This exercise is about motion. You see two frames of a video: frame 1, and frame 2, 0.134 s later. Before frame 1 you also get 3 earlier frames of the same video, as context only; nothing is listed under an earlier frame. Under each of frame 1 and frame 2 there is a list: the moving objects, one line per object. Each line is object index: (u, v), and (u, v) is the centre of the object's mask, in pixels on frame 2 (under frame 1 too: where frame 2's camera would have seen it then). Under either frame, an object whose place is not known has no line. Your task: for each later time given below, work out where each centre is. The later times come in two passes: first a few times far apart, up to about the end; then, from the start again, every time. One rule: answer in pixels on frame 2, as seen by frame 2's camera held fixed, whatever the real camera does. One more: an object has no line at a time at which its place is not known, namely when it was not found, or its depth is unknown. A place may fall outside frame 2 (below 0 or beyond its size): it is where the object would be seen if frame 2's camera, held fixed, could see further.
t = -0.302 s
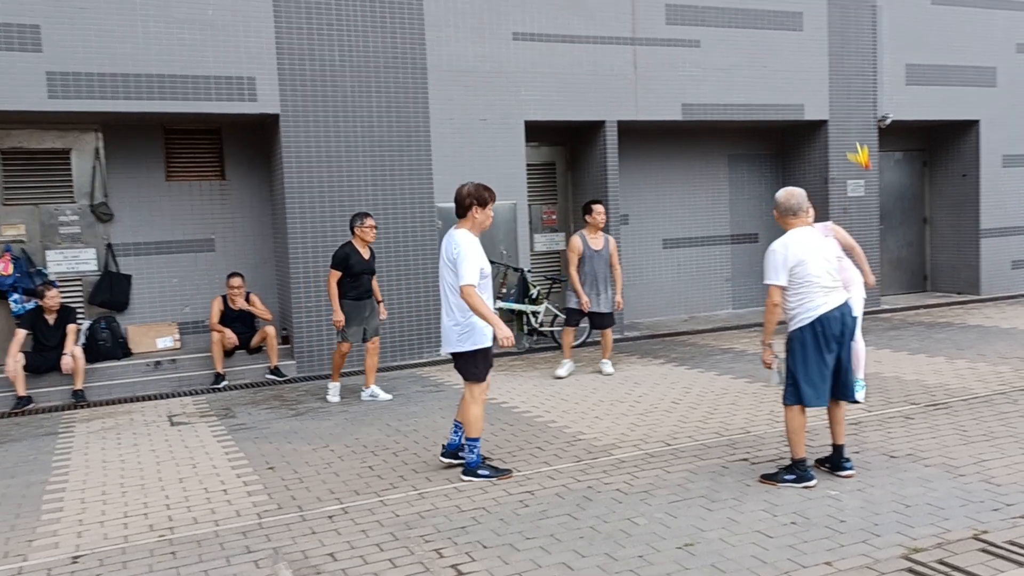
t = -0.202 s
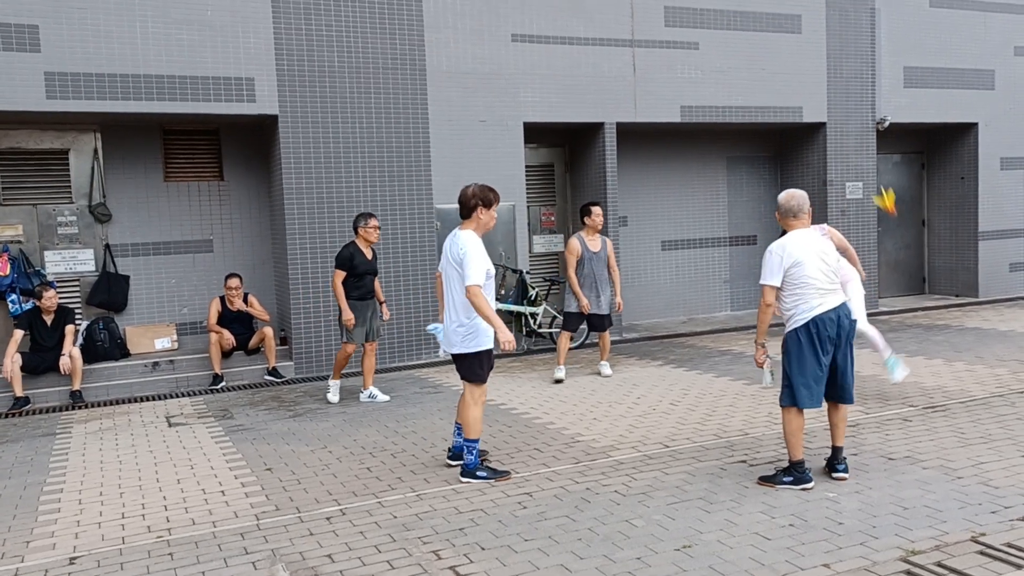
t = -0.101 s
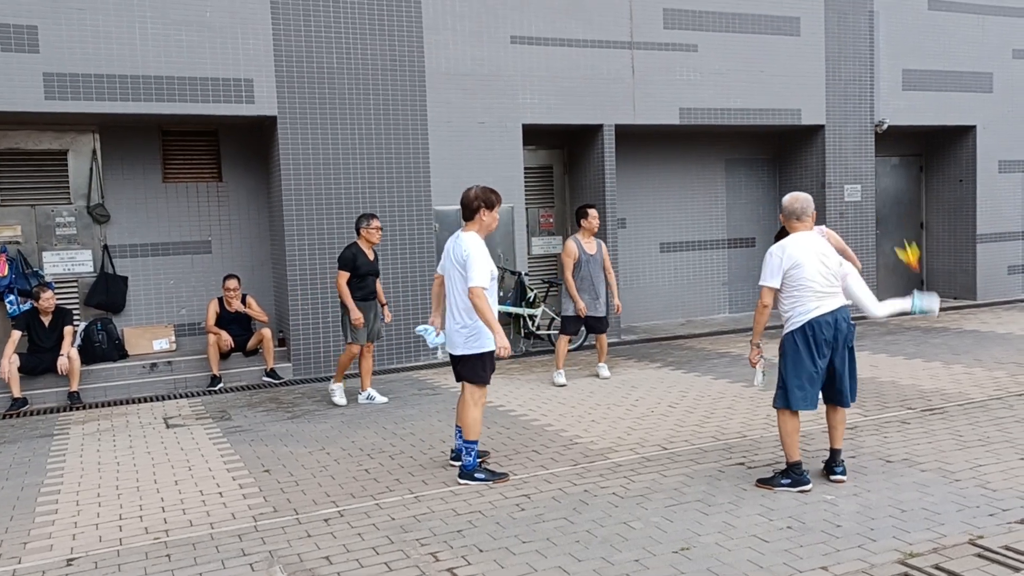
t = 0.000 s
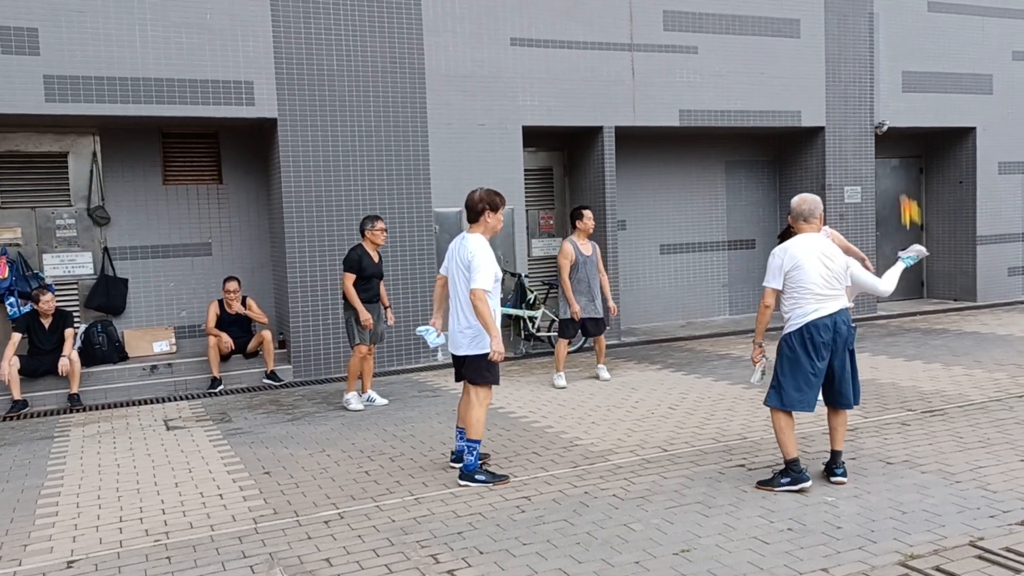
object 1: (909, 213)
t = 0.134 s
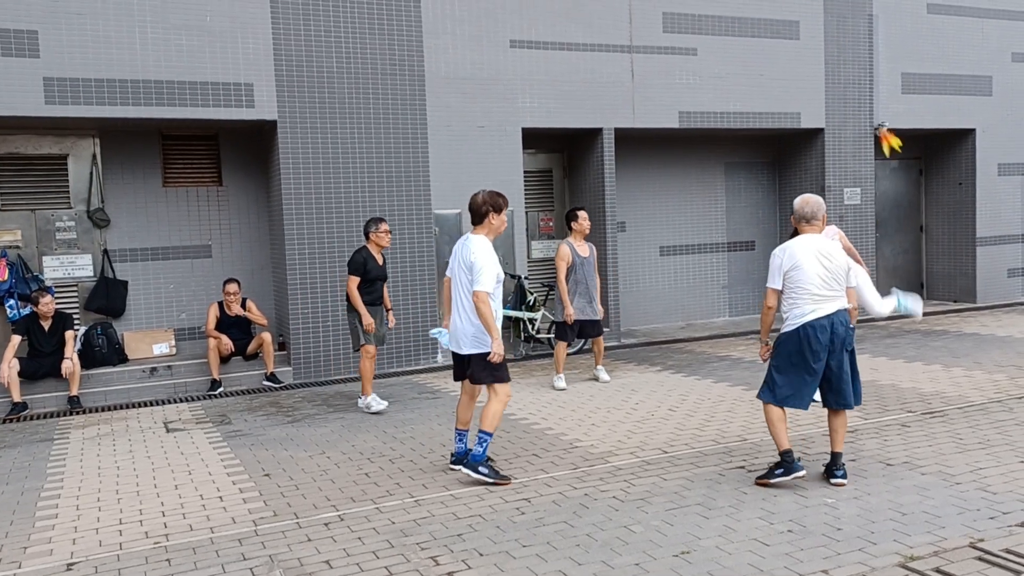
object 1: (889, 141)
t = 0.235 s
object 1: (872, 107)
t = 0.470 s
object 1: (842, 71)
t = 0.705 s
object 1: (808, 102)
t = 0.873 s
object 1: (786, 184)
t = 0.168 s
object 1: (884, 131)
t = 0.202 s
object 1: (878, 119)
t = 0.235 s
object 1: (872, 107)
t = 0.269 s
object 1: (867, 98)
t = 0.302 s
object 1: (863, 90)
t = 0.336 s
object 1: (858, 83)
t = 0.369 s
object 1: (854, 78)
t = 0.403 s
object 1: (850, 75)
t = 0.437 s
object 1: (846, 72)
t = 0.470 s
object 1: (842, 71)
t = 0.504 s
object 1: (838, 71)
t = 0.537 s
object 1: (834, 72)
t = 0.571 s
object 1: (830, 74)
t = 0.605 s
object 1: (825, 78)
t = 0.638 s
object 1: (820, 84)
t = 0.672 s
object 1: (814, 91)
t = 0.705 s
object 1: (808, 102)
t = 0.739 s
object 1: (803, 114)
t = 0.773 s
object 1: (797, 130)
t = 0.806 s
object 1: (793, 146)
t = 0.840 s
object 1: (789, 164)
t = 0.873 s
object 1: (786, 184)
